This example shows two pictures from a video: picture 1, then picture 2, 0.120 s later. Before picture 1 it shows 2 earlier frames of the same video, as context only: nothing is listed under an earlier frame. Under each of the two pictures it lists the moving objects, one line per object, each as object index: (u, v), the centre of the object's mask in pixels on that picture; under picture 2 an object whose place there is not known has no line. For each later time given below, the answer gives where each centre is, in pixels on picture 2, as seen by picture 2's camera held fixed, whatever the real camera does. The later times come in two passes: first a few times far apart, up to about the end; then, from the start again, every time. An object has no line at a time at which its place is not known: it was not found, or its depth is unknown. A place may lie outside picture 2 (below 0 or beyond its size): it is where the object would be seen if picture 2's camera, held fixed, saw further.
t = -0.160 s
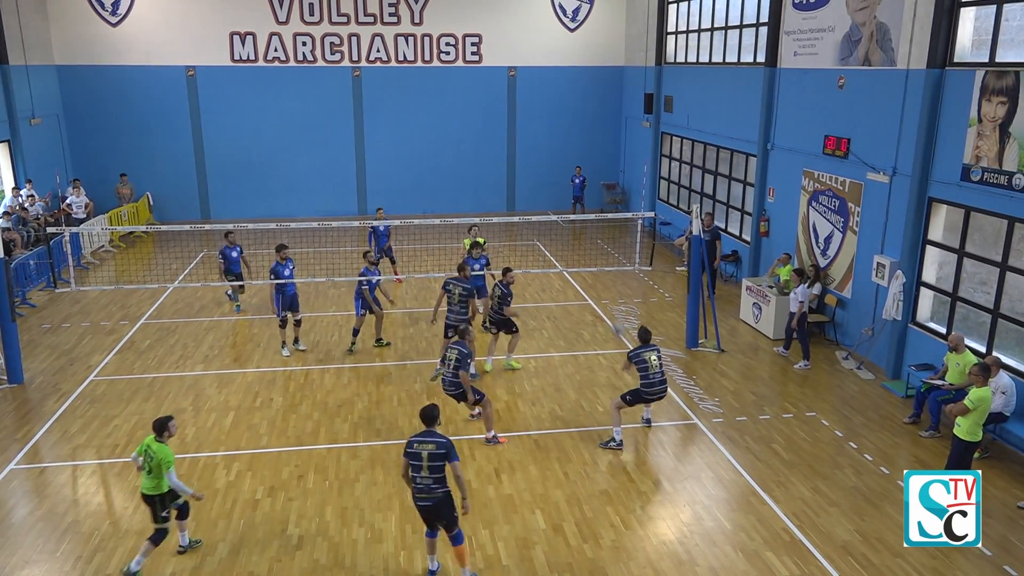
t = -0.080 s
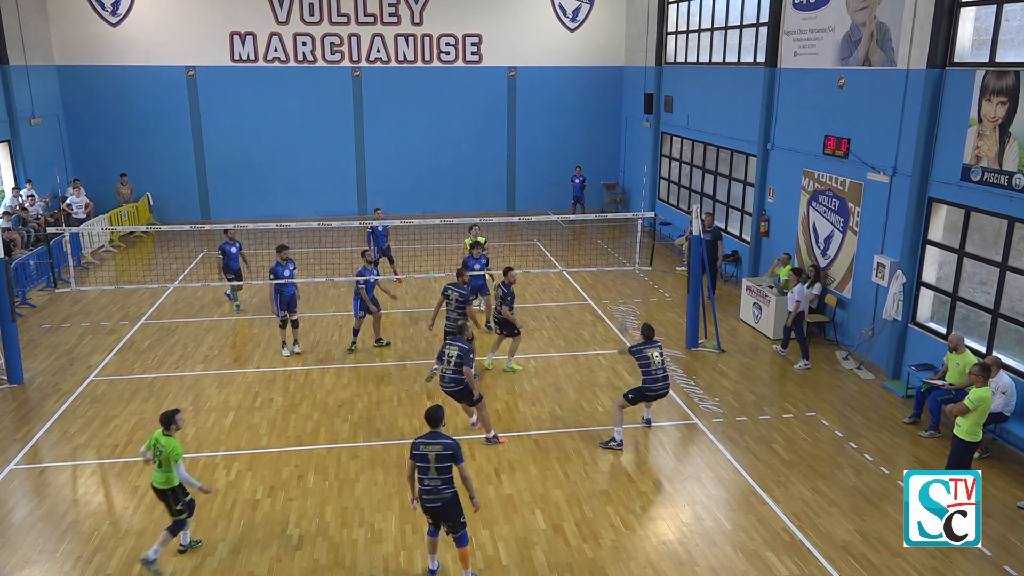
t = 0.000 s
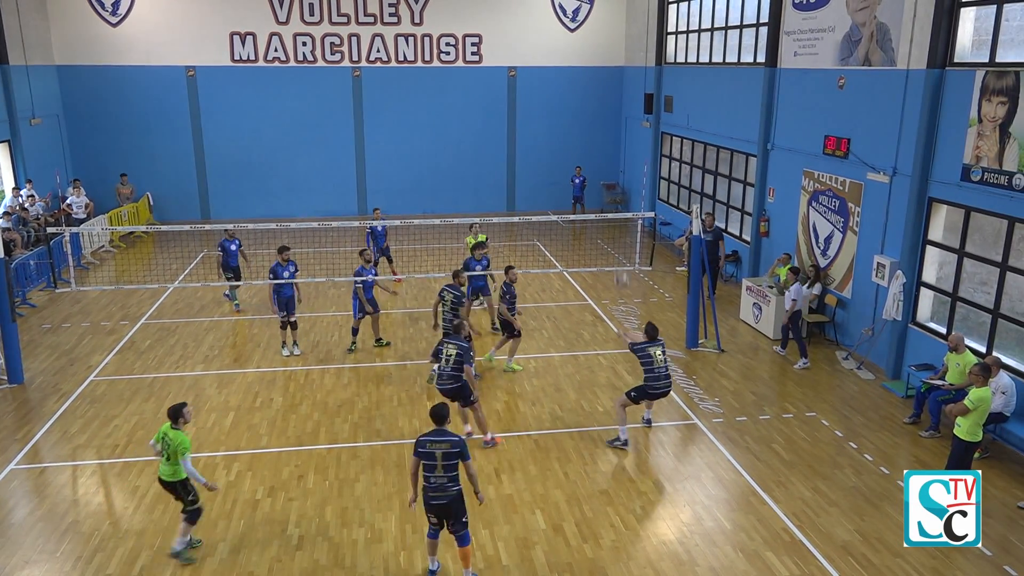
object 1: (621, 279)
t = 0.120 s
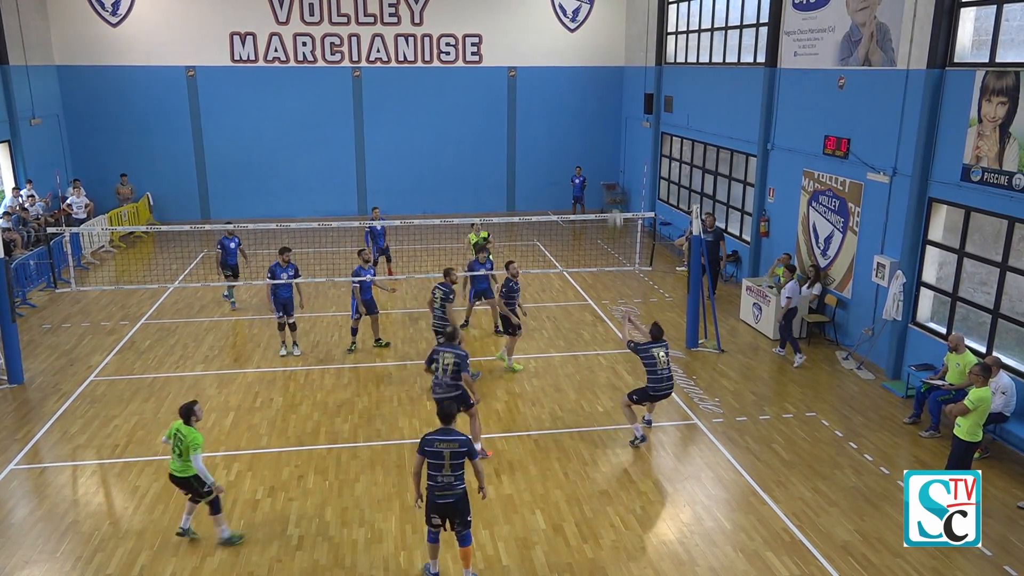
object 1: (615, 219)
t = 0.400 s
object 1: (599, 116)
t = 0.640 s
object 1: (584, 74)
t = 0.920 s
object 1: (566, 79)
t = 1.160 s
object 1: (551, 127)
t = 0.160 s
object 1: (613, 201)
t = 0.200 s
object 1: (610, 184)
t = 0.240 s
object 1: (608, 169)
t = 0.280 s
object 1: (606, 153)
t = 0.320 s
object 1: (604, 140)
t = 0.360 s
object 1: (602, 127)
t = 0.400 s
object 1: (599, 116)
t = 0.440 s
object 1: (597, 107)
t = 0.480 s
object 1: (595, 98)
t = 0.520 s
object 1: (592, 90)
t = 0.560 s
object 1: (589, 83)
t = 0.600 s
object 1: (587, 78)
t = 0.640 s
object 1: (584, 74)
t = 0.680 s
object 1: (582, 71)
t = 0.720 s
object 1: (579, 69)
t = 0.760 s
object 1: (576, 69)
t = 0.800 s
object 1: (574, 70)
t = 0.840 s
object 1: (571, 72)
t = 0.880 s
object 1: (568, 75)
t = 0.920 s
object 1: (566, 79)
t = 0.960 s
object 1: (564, 84)
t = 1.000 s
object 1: (561, 91)
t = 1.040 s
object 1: (558, 98)
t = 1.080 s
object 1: (556, 106)
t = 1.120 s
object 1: (553, 116)
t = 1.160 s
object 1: (551, 127)
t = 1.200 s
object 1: (548, 138)
